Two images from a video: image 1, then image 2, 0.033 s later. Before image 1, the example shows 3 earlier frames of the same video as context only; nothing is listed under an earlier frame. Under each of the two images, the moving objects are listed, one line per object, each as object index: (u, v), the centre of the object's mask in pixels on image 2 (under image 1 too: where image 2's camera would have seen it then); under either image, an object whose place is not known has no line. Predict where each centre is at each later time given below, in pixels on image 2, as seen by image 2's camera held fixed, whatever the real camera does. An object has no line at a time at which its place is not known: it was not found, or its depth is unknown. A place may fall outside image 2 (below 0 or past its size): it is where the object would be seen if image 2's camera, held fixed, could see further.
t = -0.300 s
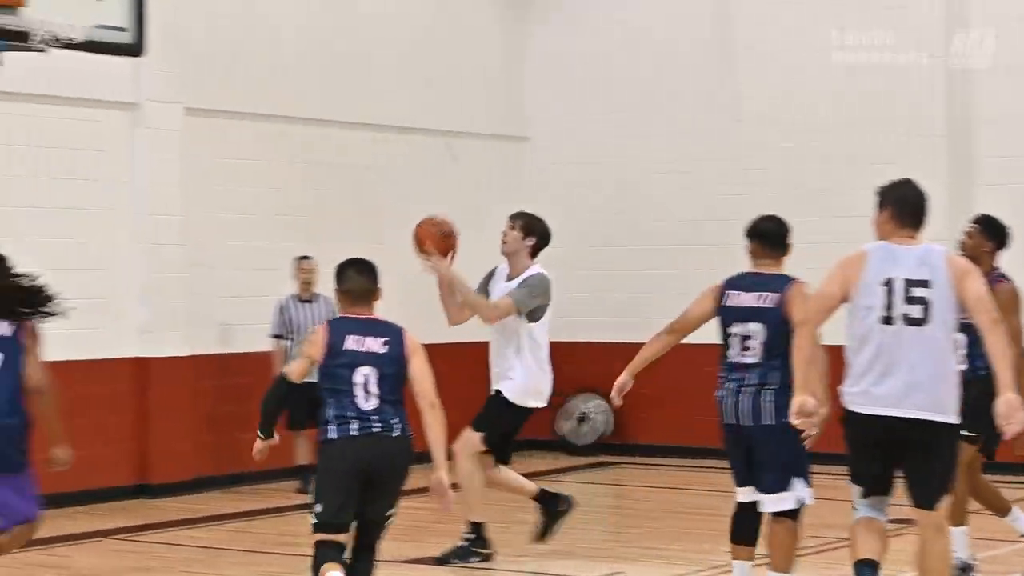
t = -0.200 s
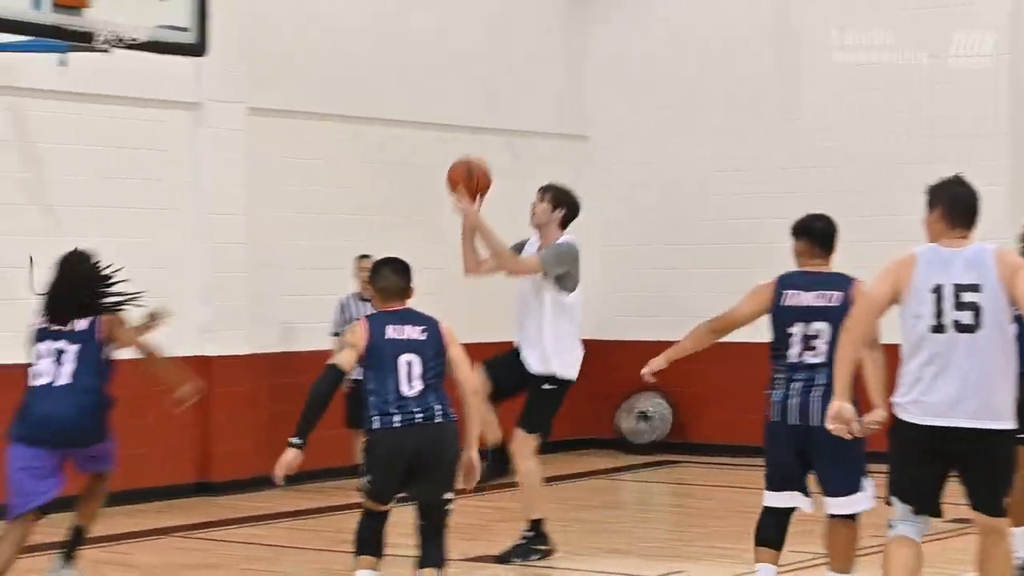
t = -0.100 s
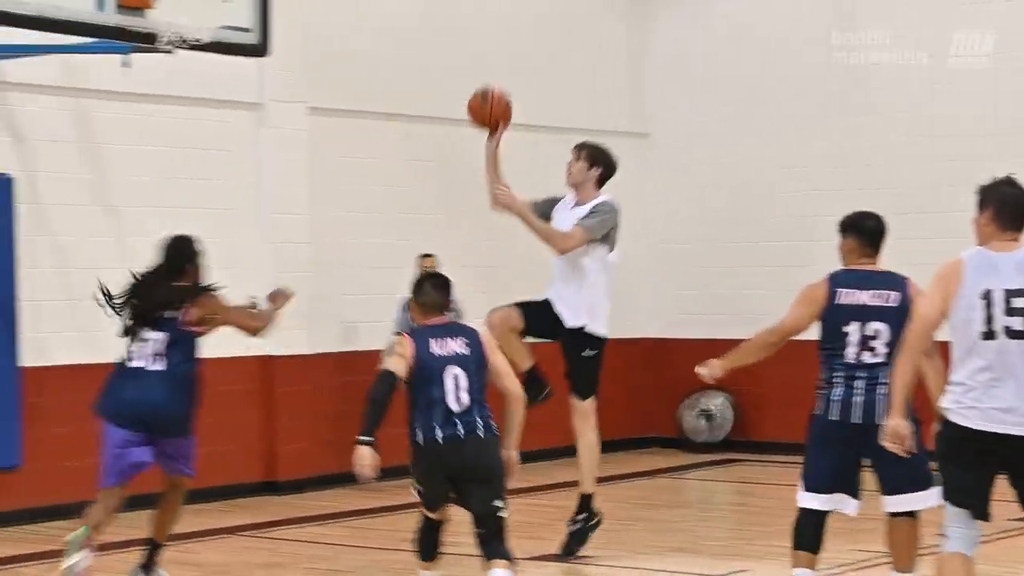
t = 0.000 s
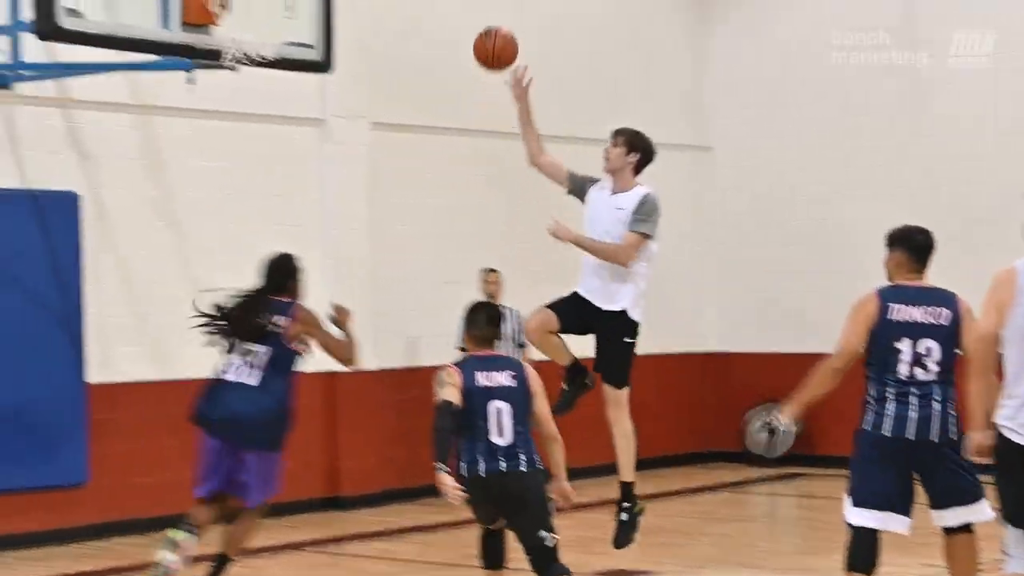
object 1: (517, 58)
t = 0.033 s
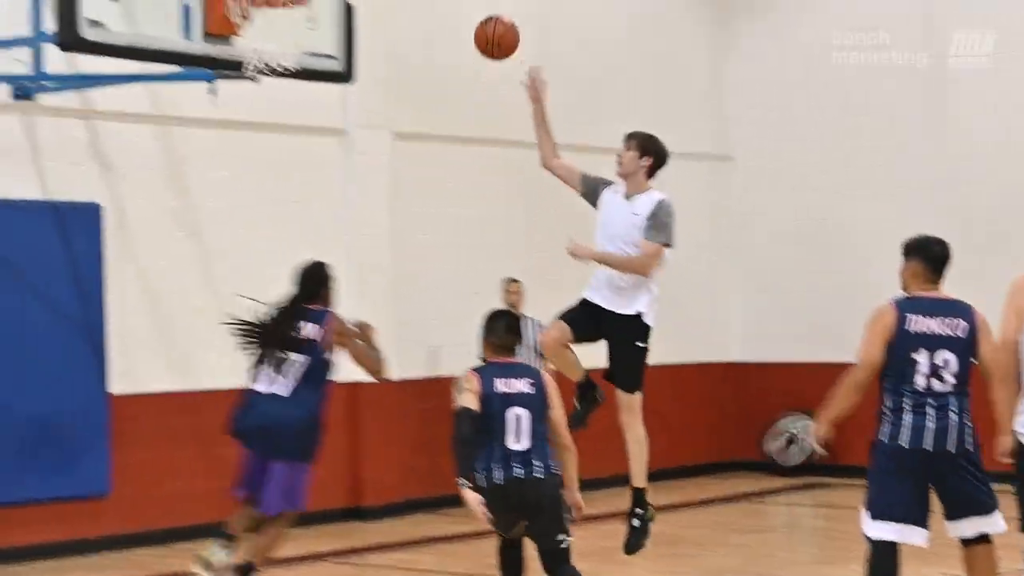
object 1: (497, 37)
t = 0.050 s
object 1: (487, 28)
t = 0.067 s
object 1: (477, 18)
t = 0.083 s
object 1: (467, 10)
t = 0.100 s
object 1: (458, 2)
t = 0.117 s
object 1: (449, -5)
